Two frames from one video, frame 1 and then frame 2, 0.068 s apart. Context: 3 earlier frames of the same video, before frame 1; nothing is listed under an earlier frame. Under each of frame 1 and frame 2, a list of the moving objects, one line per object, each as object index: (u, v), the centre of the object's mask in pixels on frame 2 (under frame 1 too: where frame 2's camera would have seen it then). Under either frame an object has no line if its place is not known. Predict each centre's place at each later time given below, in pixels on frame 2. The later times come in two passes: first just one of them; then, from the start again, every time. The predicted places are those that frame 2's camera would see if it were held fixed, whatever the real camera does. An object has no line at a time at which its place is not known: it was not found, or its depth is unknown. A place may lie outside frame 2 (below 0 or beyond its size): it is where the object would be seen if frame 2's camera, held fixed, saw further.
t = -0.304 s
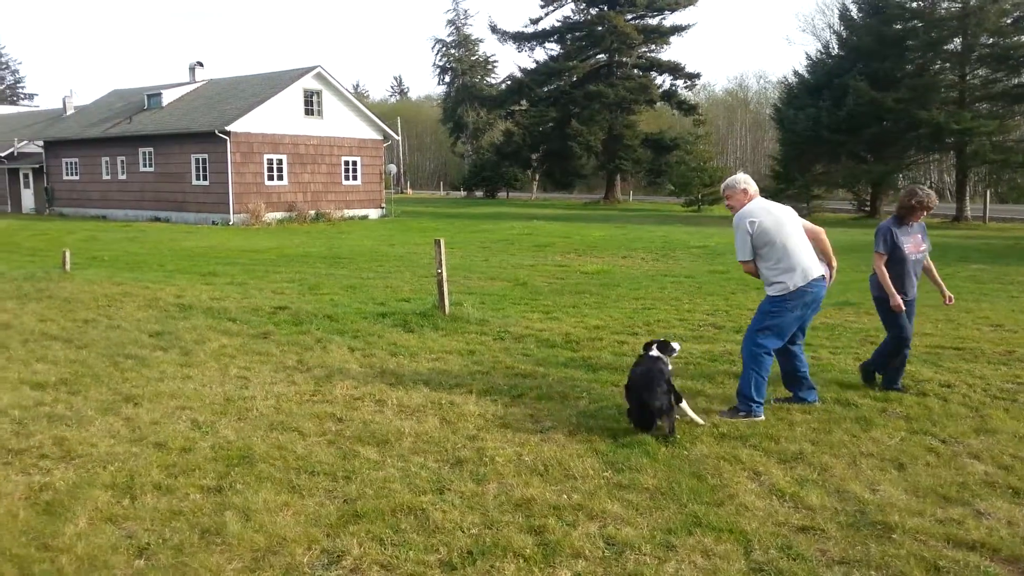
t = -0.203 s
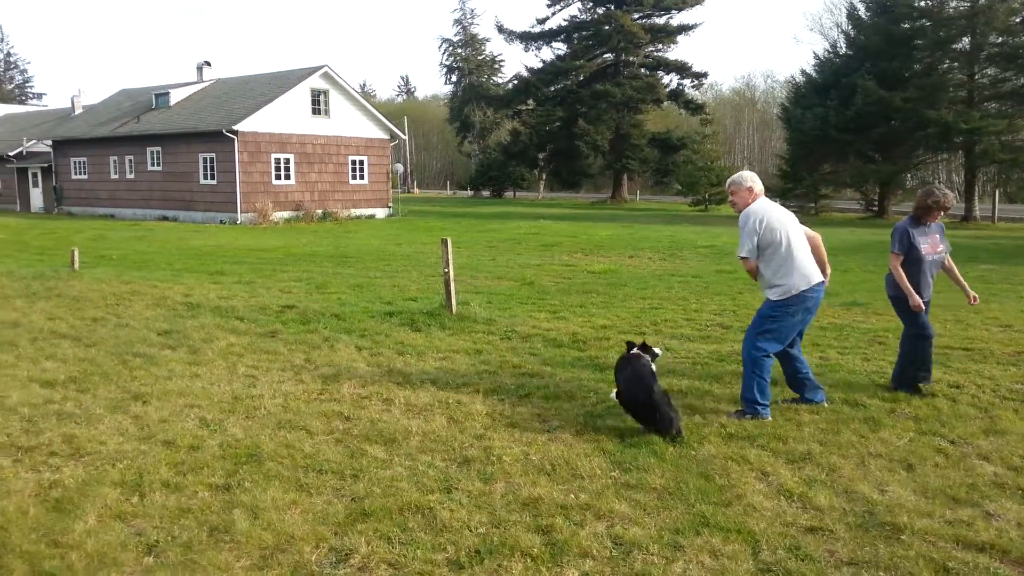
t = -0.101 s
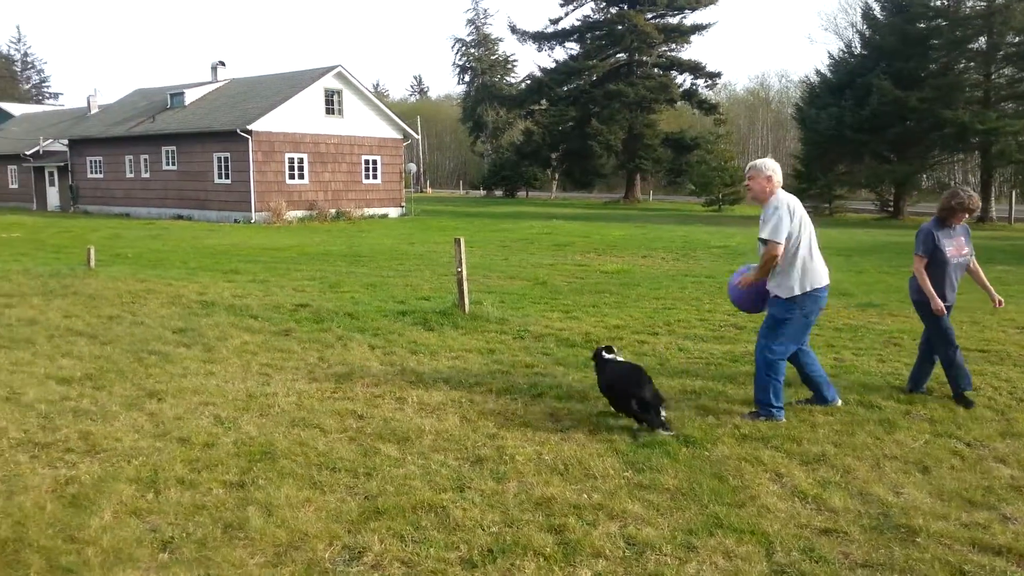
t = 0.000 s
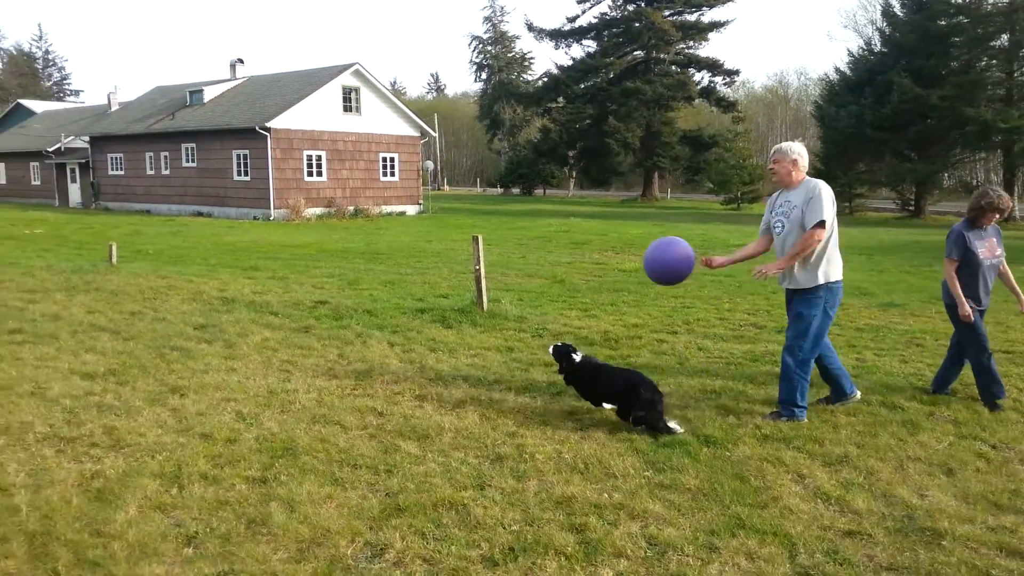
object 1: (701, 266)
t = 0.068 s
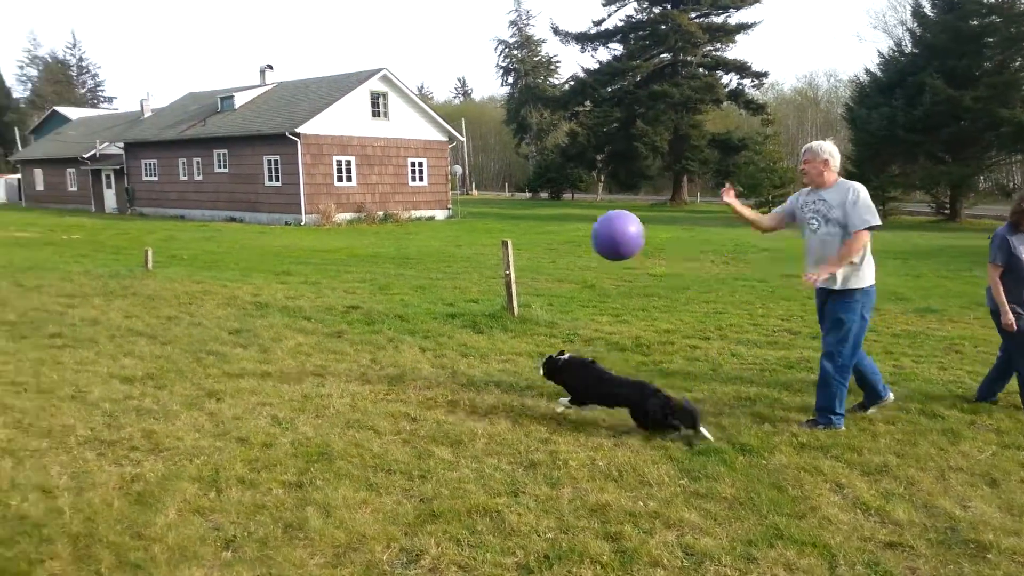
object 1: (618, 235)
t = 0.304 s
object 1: (311, 171)
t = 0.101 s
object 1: (575, 222)
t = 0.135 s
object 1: (533, 209)
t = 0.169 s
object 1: (490, 199)
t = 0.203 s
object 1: (446, 190)
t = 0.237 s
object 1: (403, 182)
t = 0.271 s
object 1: (357, 175)
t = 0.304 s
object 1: (311, 171)
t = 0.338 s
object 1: (262, 168)
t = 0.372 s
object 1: (213, 167)
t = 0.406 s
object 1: (163, 169)
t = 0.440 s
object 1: (118, 173)
